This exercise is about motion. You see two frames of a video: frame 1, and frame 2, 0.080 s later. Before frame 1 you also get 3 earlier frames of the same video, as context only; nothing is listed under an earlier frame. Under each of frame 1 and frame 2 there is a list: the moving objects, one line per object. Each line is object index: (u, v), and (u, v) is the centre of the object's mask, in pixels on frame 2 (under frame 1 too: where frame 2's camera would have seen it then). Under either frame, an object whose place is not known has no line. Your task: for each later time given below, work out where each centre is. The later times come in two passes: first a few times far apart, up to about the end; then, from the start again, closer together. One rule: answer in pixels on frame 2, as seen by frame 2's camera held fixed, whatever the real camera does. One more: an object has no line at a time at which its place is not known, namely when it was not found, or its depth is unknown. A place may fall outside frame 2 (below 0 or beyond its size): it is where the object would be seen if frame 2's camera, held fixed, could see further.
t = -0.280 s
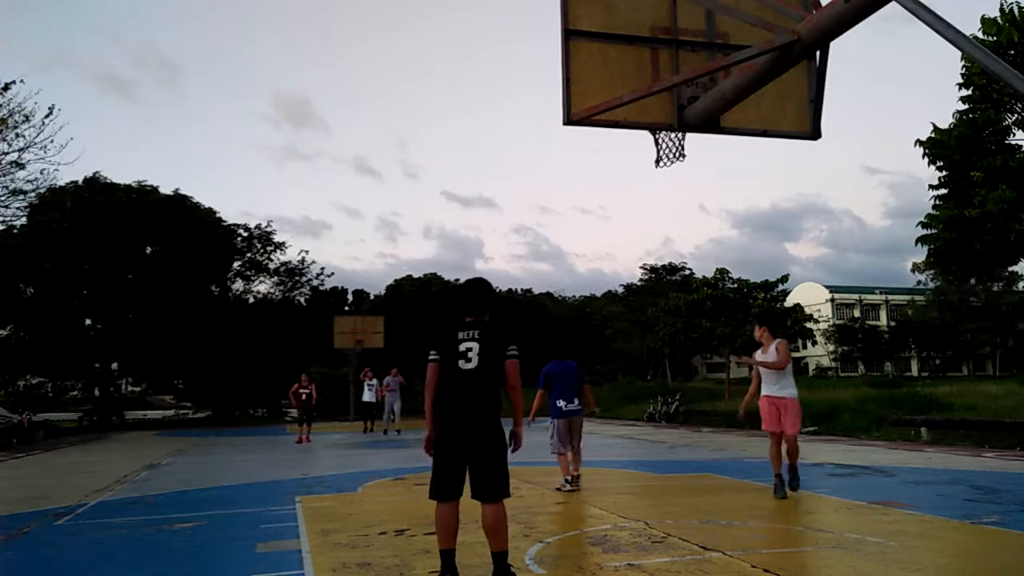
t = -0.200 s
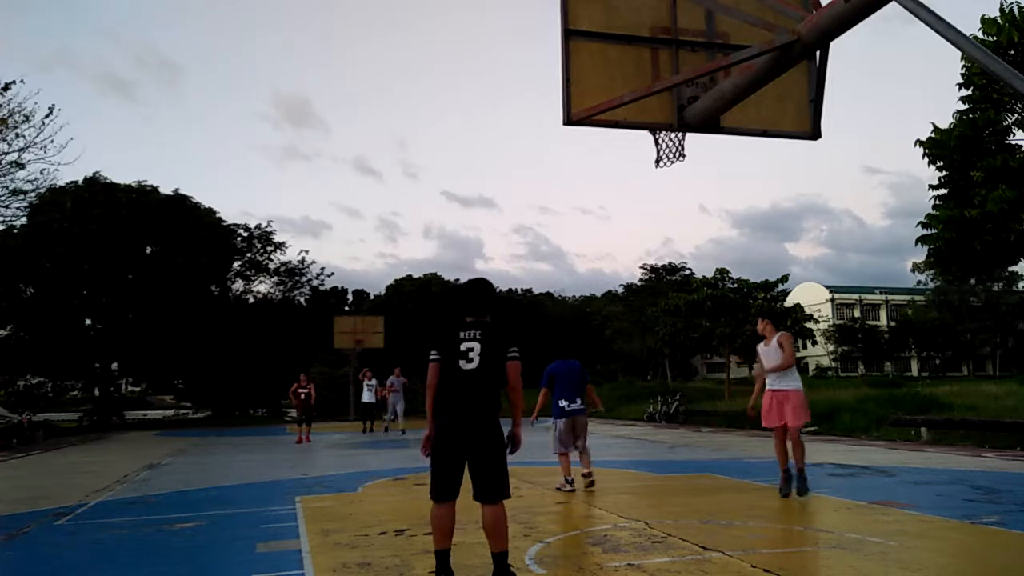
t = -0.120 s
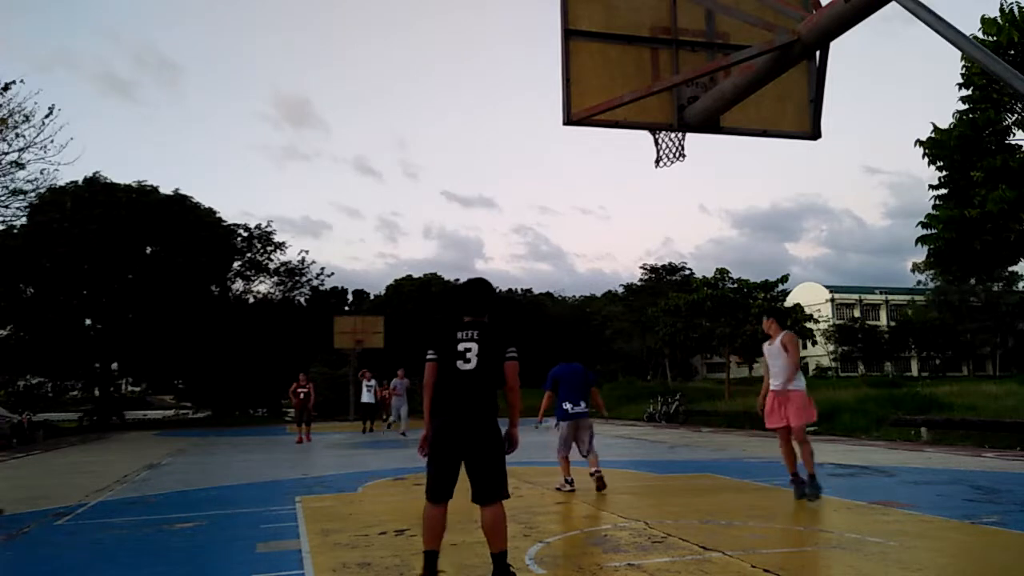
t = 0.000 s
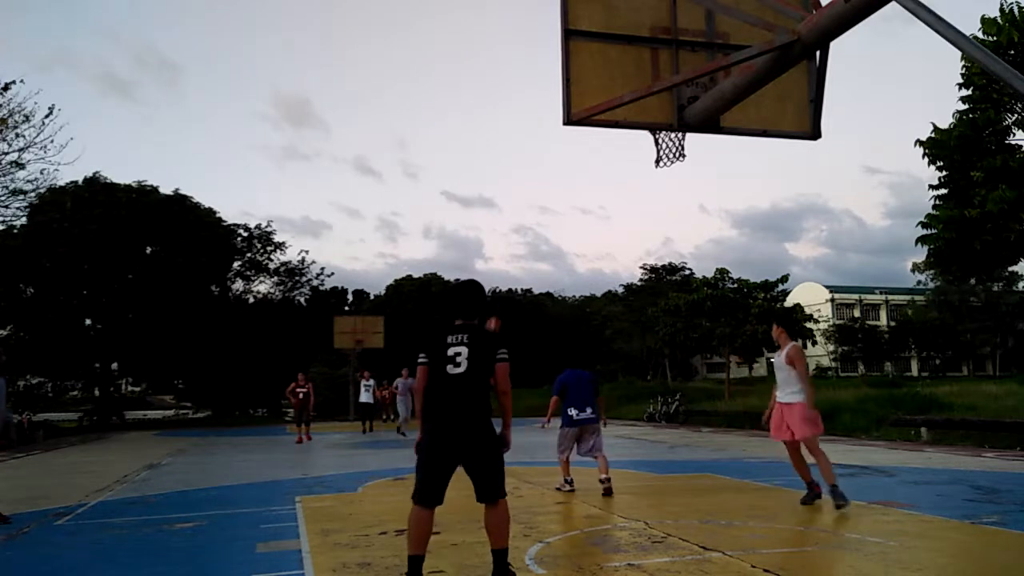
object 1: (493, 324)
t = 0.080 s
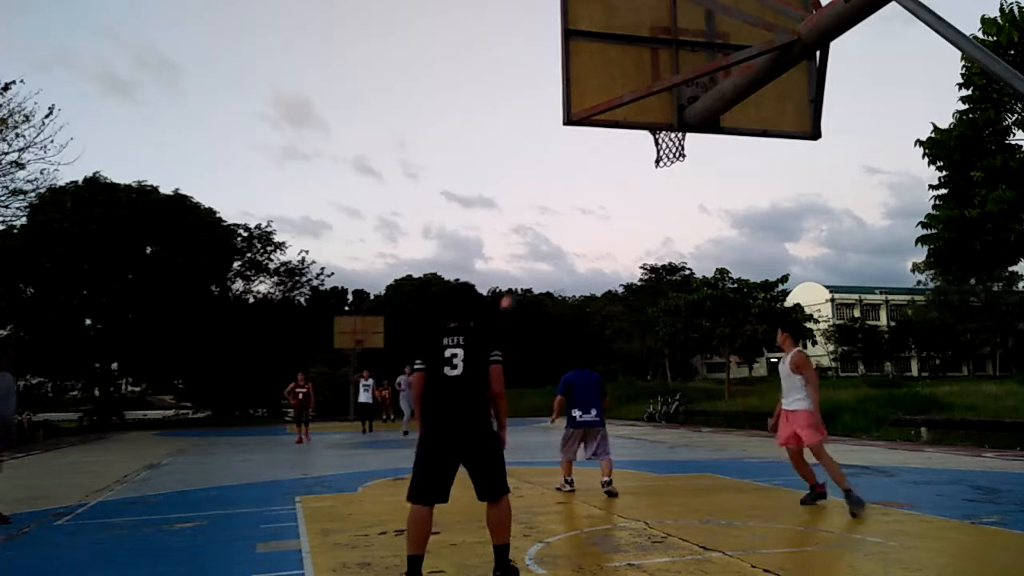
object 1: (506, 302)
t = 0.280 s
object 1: (553, 257)
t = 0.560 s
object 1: (639, 222)
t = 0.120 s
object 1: (517, 294)
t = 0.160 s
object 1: (525, 284)
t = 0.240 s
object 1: (543, 266)
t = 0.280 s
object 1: (553, 257)
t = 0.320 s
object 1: (563, 250)
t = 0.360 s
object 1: (574, 244)
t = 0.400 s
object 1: (585, 238)
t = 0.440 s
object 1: (598, 232)
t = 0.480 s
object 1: (610, 228)
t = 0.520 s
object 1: (625, 224)
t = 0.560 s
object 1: (639, 222)
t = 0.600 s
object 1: (656, 221)
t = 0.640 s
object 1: (673, 221)
